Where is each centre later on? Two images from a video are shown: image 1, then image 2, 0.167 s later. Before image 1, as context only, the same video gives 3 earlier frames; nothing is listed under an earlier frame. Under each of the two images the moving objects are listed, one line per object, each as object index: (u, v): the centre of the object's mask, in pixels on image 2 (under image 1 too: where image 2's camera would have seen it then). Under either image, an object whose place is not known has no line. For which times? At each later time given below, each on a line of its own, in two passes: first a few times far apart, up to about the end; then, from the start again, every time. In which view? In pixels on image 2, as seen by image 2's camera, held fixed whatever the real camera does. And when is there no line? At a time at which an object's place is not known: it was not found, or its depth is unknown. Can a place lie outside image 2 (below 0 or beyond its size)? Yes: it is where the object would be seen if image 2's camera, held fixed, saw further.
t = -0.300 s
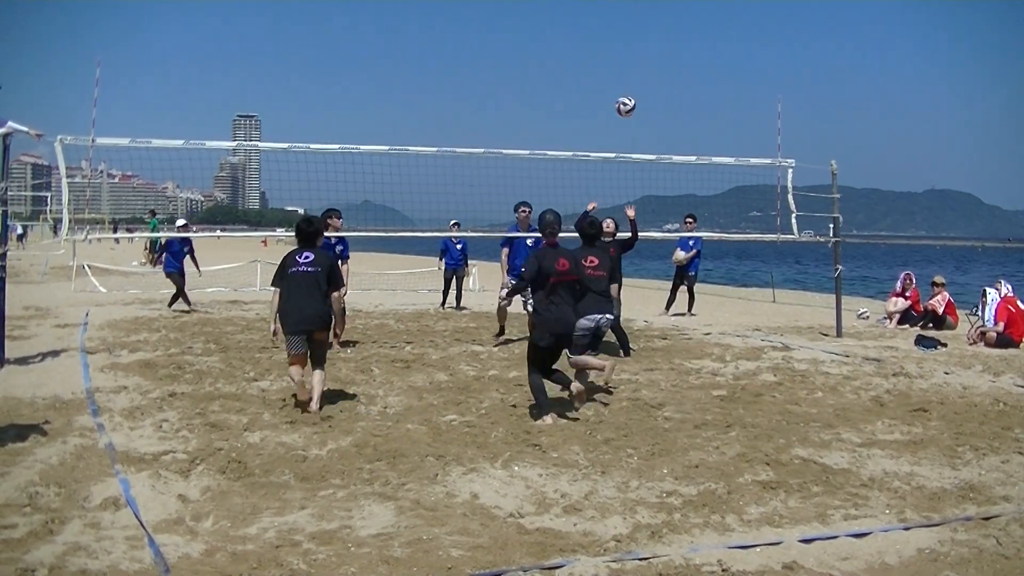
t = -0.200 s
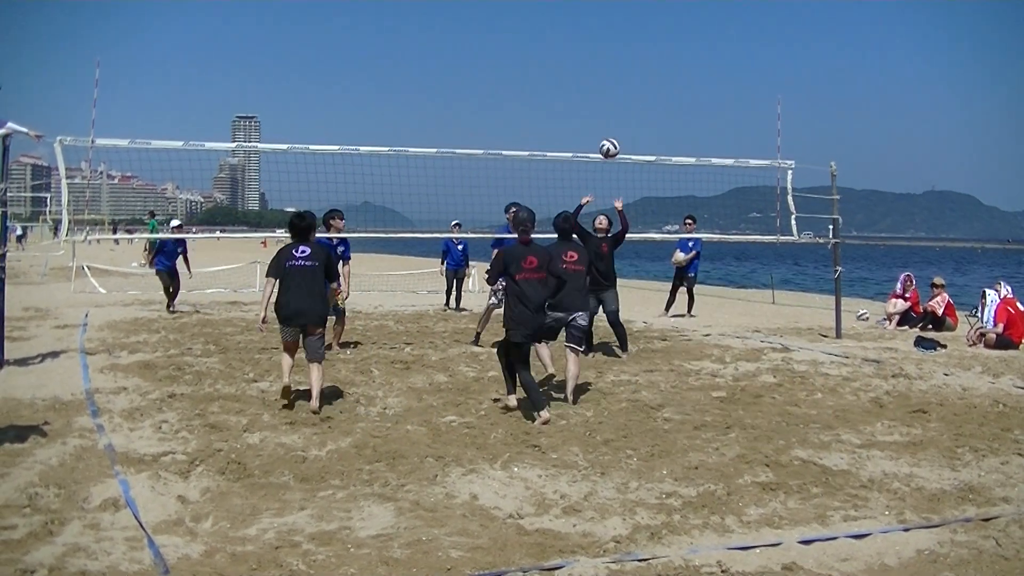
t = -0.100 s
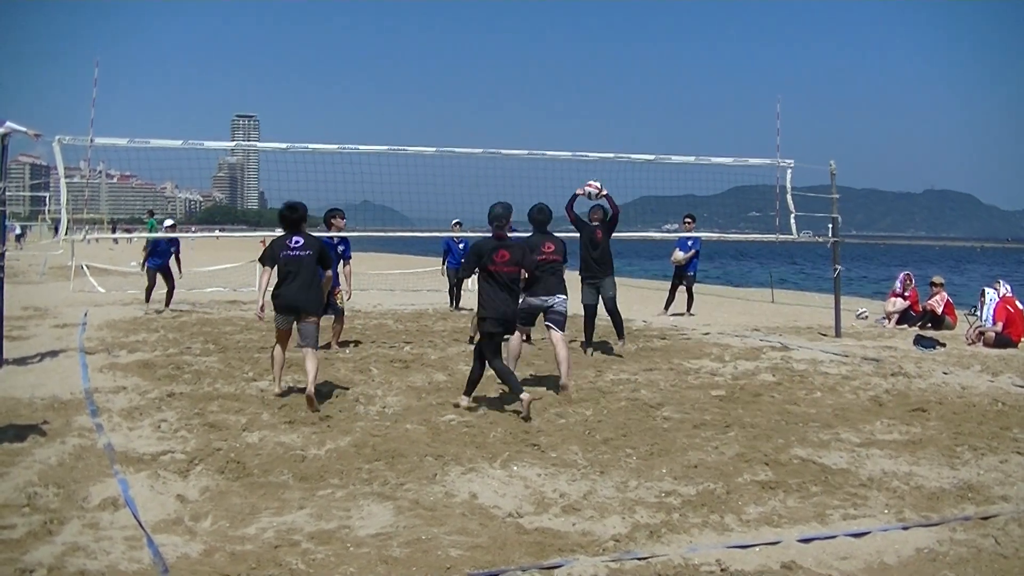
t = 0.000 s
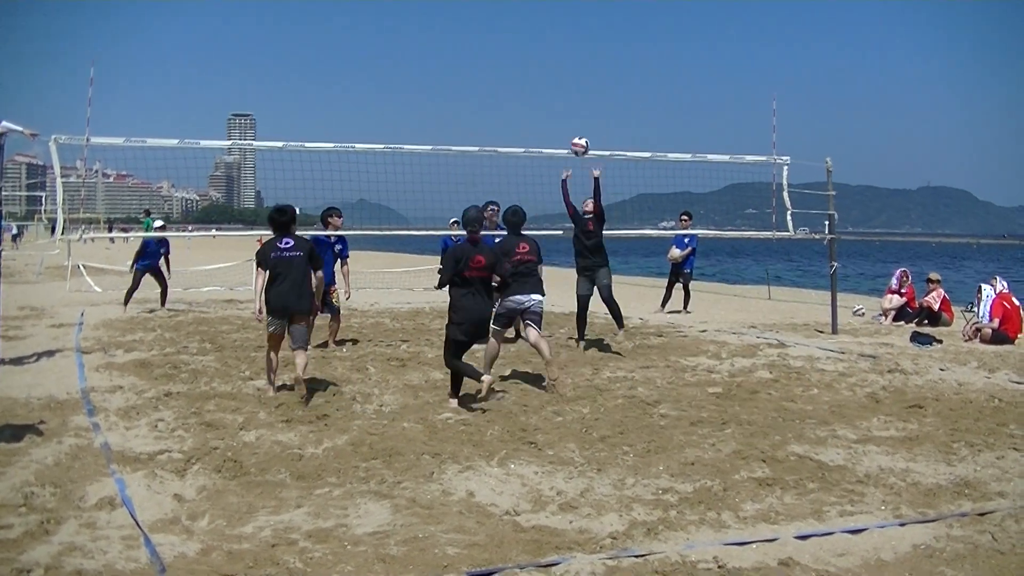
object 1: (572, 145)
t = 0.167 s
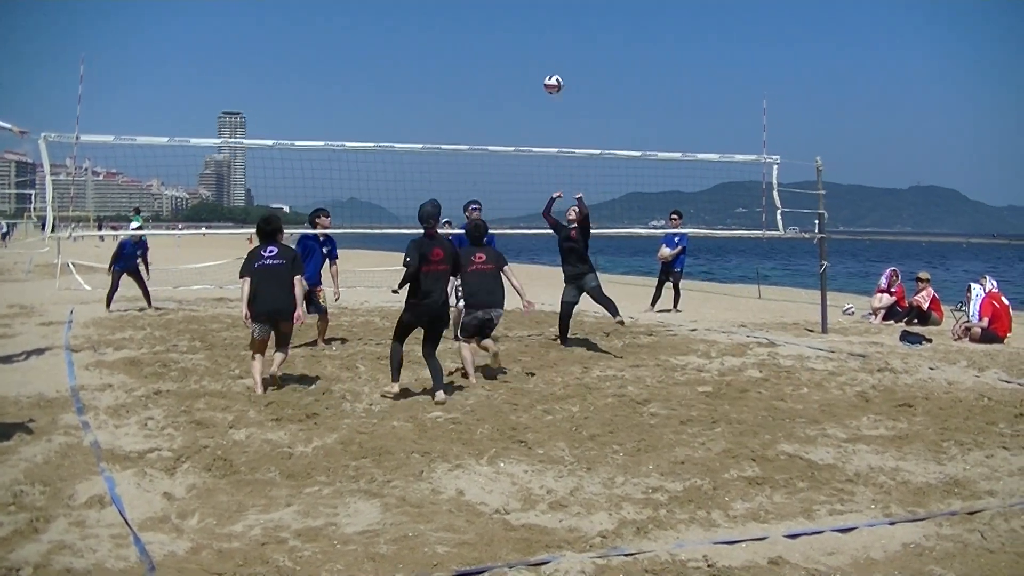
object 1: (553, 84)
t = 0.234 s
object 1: (546, 67)
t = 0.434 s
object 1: (525, 37)
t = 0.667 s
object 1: (502, 48)
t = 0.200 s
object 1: (549, 75)
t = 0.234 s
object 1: (546, 67)
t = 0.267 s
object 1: (542, 59)
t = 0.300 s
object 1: (538, 53)
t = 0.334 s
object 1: (534, 48)
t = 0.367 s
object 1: (531, 43)
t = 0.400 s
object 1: (528, 40)
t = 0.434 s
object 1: (525, 37)
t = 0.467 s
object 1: (523, 36)
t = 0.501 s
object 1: (520, 35)
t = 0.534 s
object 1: (516, 36)
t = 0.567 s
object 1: (513, 38)
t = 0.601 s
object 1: (509, 40)
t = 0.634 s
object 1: (506, 44)
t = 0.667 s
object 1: (502, 48)
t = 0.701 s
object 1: (498, 54)
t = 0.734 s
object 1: (495, 61)
